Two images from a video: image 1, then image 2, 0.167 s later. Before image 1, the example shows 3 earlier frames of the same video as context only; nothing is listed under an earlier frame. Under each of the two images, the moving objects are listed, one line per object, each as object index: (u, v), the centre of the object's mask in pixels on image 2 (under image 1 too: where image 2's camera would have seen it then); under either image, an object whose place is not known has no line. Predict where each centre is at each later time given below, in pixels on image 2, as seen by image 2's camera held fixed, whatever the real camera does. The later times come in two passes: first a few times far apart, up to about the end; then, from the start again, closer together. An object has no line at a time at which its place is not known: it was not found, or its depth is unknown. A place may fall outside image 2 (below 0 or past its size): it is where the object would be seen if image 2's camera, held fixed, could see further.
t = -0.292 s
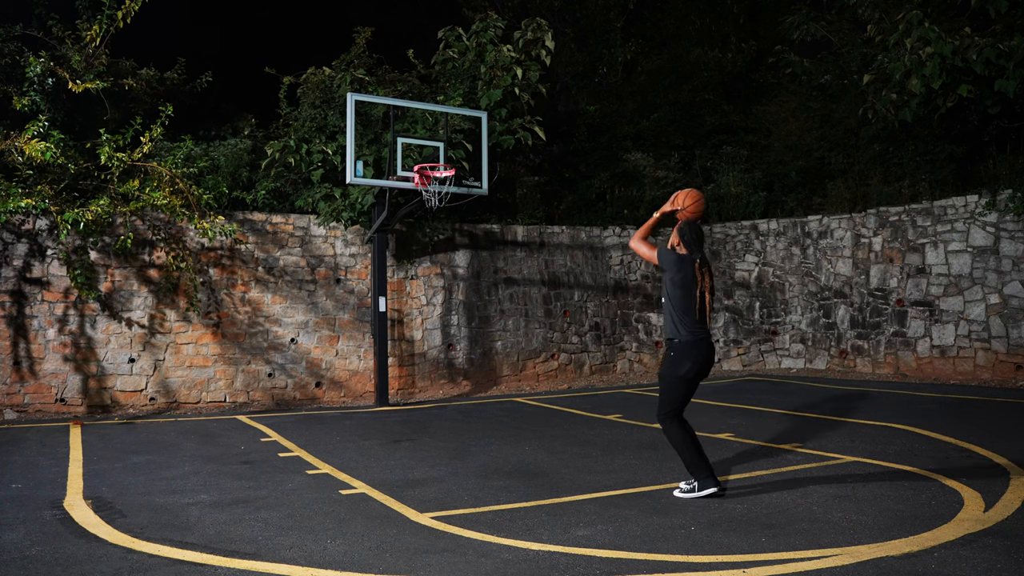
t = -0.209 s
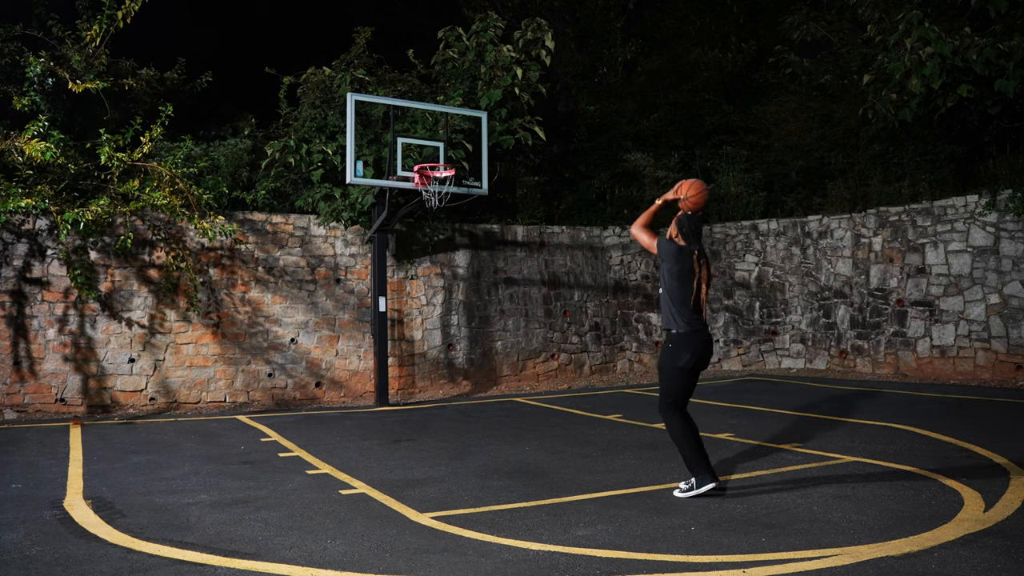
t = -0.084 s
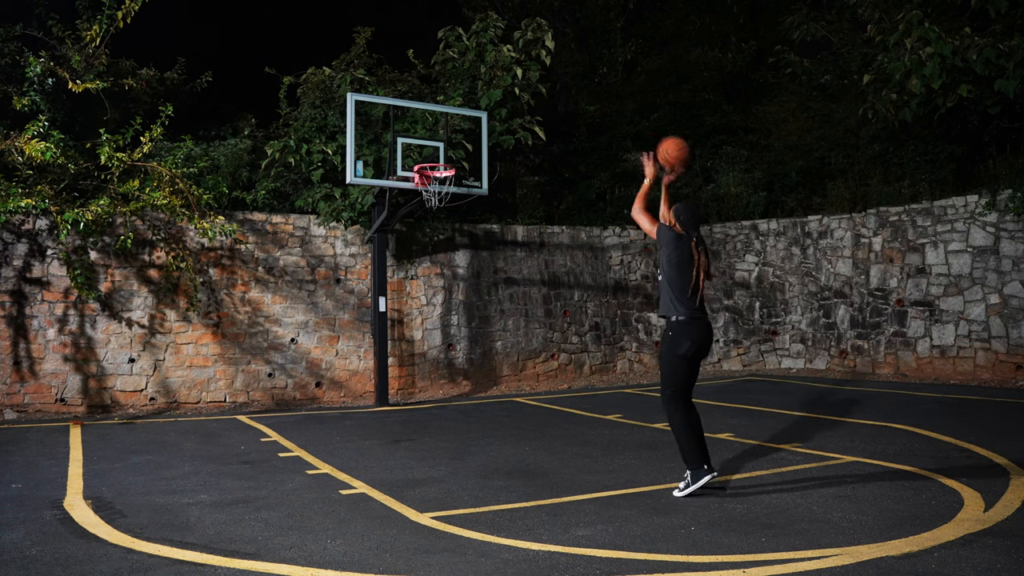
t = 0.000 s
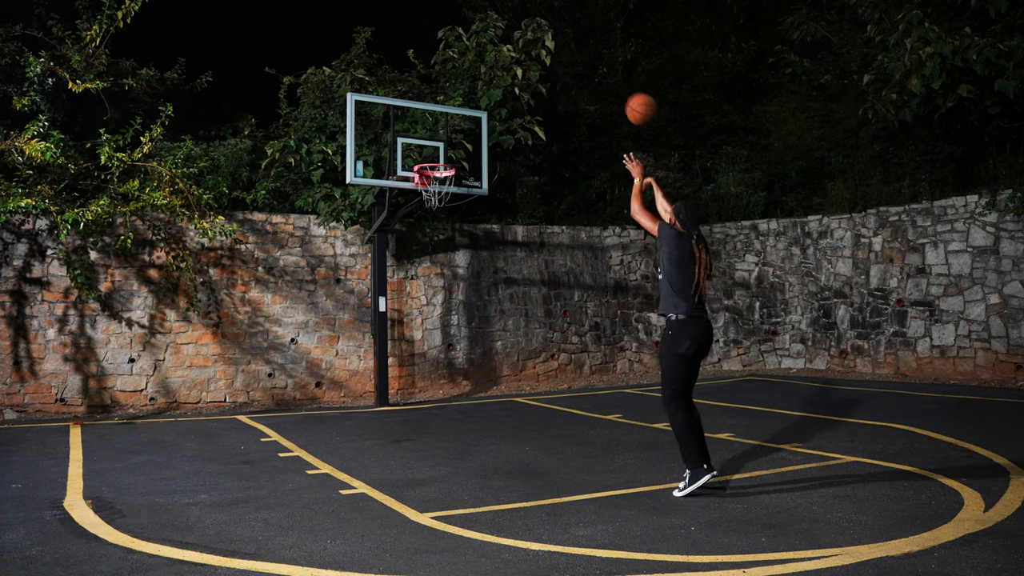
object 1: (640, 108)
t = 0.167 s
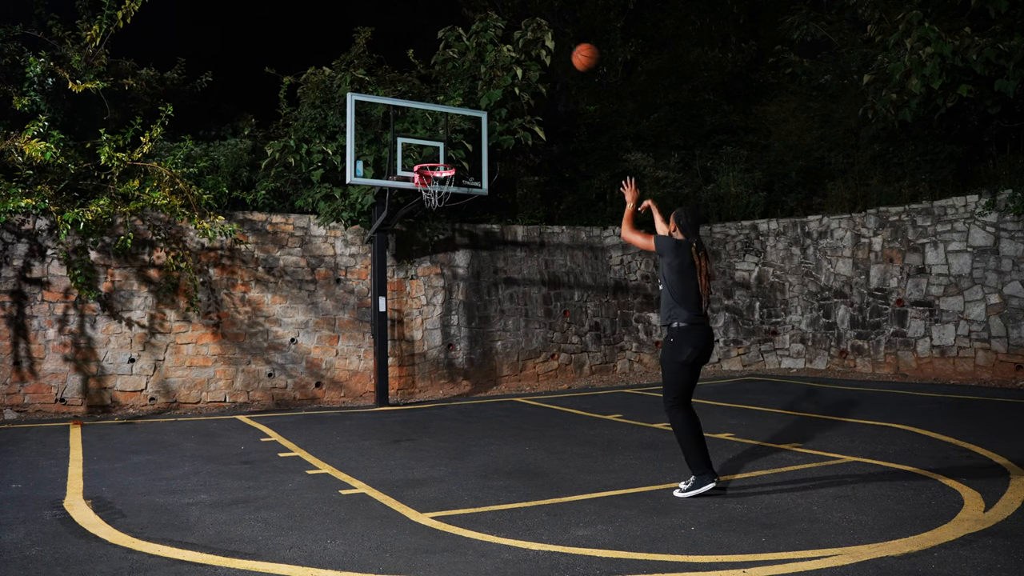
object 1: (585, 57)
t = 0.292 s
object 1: (551, 43)
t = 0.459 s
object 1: (513, 50)
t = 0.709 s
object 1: (468, 102)
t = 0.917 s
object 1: (441, 158)
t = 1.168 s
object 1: (445, 123)
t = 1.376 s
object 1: (454, 128)
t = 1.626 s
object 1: (466, 183)
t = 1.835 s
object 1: (477, 272)
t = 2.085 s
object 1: (493, 412)
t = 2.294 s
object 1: (492, 334)
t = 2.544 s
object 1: (491, 293)
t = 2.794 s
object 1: (490, 310)
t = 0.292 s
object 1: (551, 43)
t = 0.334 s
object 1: (541, 43)
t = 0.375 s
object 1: (531, 44)
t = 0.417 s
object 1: (522, 46)
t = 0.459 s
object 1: (513, 50)
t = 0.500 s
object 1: (505, 56)
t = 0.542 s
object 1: (497, 63)
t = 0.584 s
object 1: (489, 71)
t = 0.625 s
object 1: (482, 80)
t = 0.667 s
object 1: (475, 90)
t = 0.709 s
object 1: (468, 102)
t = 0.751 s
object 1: (462, 115)
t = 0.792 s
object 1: (455, 128)
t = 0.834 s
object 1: (450, 143)
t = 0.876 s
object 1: (445, 158)
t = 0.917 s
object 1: (441, 158)
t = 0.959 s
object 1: (439, 150)
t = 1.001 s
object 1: (438, 143)
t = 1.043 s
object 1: (440, 136)
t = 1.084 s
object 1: (441, 130)
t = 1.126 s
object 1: (443, 125)
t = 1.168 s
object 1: (445, 123)
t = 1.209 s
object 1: (447, 121)
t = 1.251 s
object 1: (449, 121)
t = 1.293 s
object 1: (450, 122)
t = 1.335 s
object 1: (453, 124)
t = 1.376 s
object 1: (454, 128)
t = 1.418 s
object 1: (457, 134)
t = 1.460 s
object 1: (458, 140)
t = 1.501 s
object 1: (460, 149)
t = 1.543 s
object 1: (462, 159)
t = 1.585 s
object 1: (464, 170)
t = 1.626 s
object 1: (466, 183)
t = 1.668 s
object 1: (469, 198)
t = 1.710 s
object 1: (471, 214)
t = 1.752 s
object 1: (473, 231)
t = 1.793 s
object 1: (476, 251)
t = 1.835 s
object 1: (477, 272)
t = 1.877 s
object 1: (480, 296)
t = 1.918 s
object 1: (483, 321)
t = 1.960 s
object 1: (486, 348)
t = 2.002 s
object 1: (488, 378)
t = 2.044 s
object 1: (492, 408)
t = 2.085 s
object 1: (493, 412)
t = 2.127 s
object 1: (493, 393)
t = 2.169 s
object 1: (492, 376)
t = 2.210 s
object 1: (493, 360)
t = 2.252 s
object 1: (492, 346)
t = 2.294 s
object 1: (492, 334)
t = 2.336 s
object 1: (491, 323)
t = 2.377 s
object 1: (491, 314)
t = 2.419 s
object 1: (491, 306)
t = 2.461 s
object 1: (491, 301)
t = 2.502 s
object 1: (491, 296)
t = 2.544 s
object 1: (491, 293)
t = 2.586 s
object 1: (490, 292)
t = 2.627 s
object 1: (490, 293)
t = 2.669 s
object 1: (491, 294)
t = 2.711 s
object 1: (490, 298)
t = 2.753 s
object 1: (489, 303)
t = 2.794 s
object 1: (490, 310)
